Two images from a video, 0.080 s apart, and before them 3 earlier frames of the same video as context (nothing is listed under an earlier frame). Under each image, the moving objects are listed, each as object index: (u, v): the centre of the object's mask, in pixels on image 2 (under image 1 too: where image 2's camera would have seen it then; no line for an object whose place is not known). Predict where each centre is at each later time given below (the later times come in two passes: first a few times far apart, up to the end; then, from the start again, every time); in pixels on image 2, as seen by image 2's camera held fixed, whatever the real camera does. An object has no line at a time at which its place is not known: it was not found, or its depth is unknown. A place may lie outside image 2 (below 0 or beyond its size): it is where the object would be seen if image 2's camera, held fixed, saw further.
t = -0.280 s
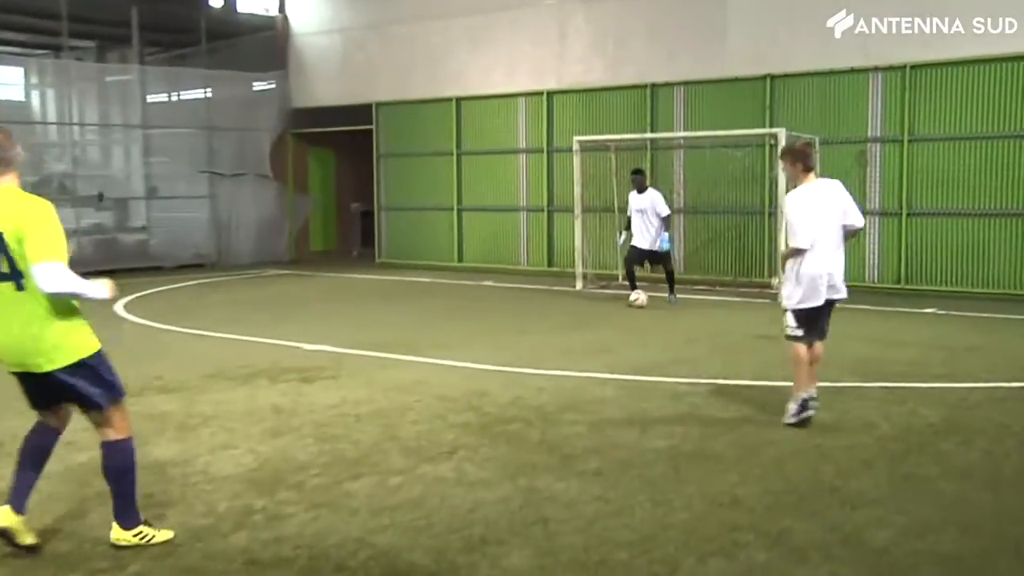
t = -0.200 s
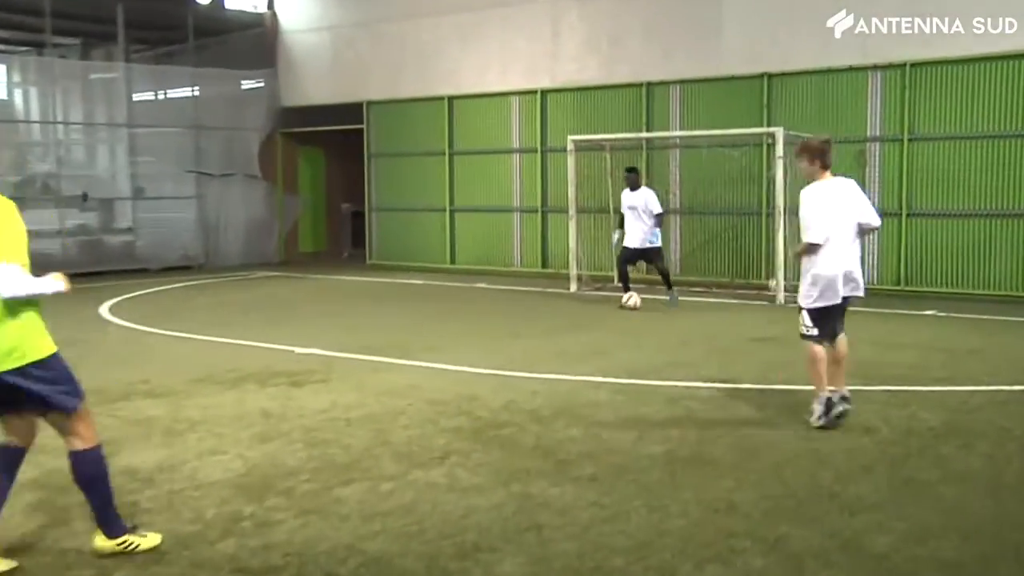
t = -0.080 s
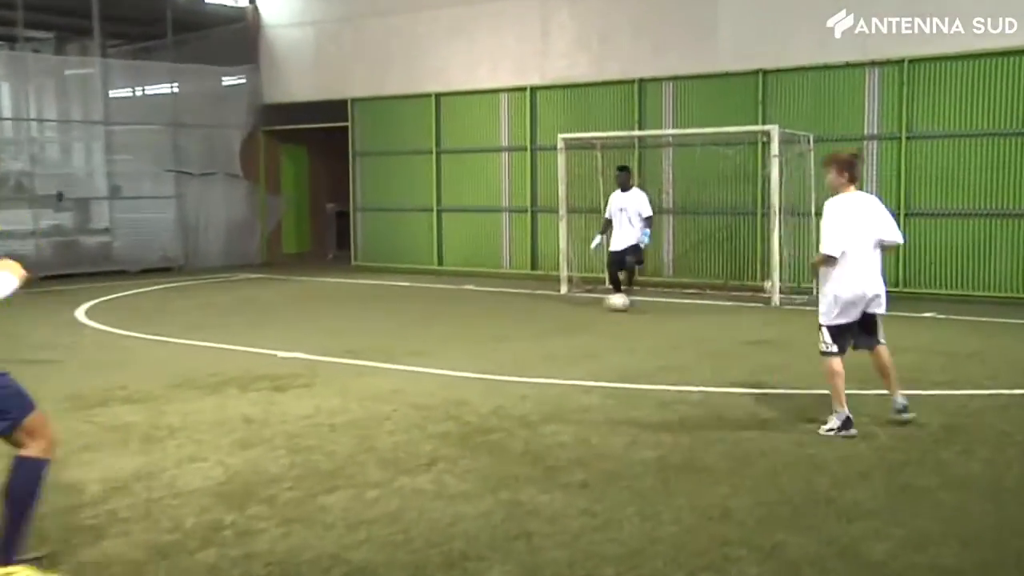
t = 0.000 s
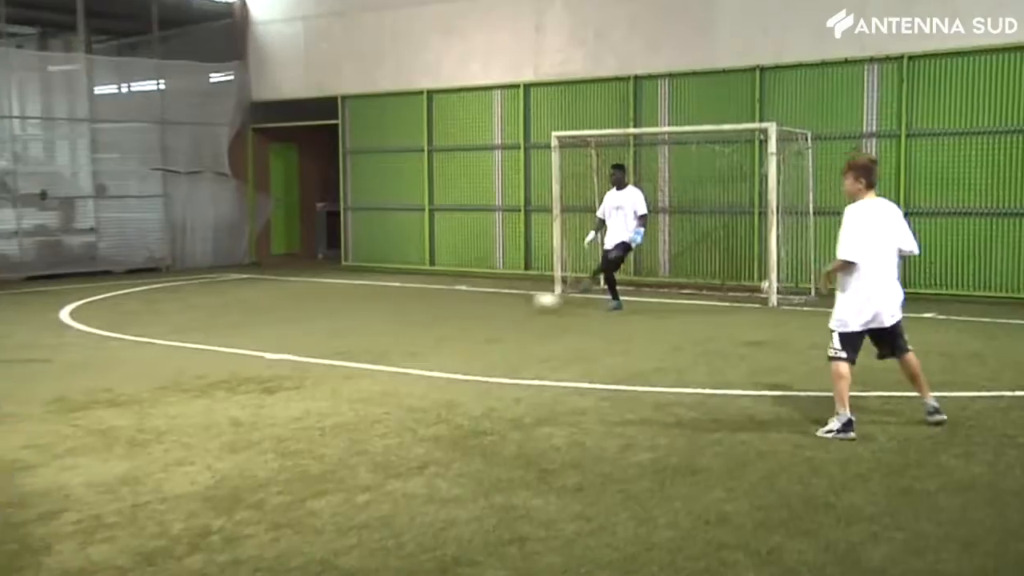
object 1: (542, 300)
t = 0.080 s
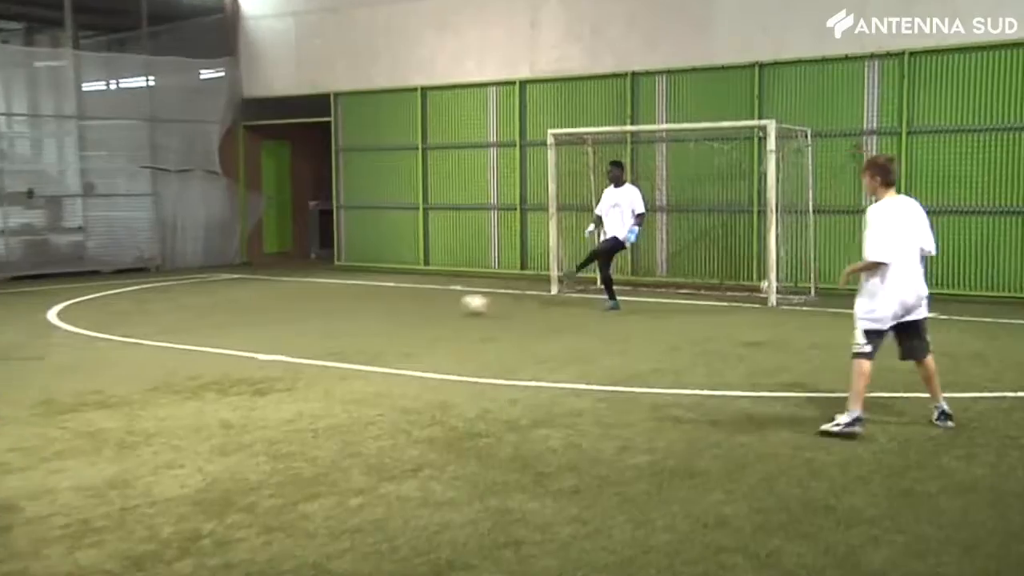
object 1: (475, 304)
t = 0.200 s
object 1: (379, 309)
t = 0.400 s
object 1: (237, 313)
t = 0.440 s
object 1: (210, 317)
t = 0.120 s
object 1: (441, 308)
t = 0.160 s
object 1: (410, 309)
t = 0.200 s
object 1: (379, 309)
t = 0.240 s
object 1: (349, 310)
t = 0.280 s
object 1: (317, 313)
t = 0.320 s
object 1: (289, 313)
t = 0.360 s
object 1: (263, 312)
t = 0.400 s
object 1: (237, 313)
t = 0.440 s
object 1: (210, 317)
